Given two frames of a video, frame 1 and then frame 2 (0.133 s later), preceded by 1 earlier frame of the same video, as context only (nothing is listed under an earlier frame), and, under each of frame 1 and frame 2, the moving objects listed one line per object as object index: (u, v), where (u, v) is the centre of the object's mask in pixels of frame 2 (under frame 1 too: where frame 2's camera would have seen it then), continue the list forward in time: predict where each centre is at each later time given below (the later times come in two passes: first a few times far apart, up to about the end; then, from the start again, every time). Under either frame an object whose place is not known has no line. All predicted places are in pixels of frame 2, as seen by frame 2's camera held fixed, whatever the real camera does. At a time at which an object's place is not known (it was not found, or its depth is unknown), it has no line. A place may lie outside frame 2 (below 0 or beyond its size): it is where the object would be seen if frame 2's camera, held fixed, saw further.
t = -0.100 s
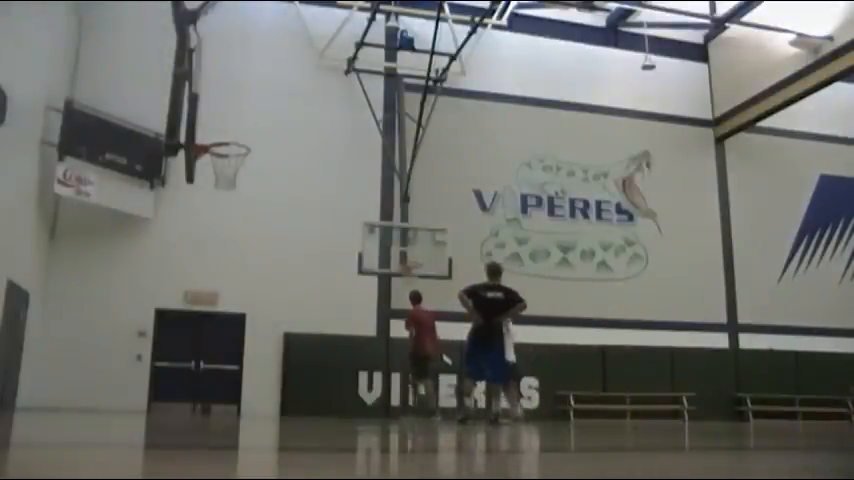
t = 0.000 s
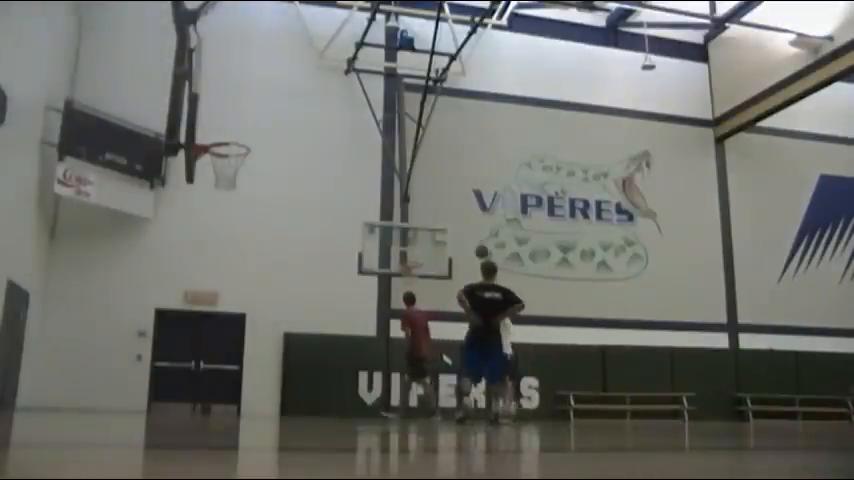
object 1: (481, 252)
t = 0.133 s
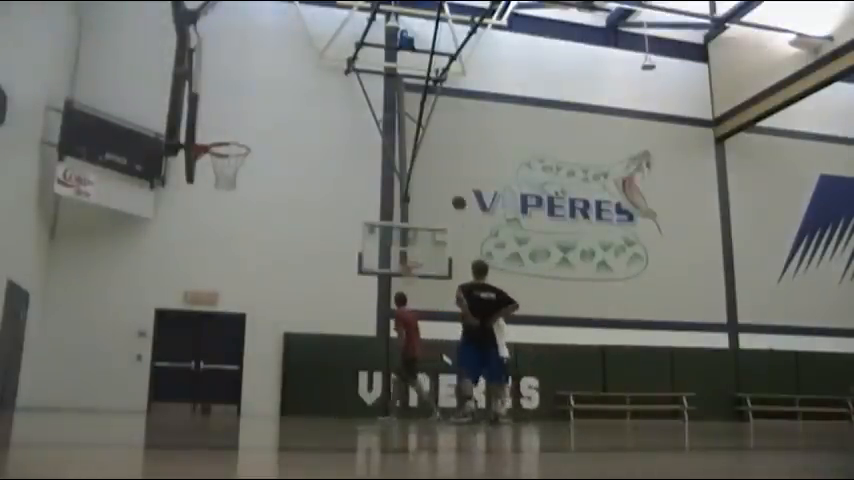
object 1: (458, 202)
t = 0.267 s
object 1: (434, 162)
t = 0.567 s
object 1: (375, 105)
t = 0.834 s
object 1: (312, 96)
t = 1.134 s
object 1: (225, 152)
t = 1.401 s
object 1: (215, 163)
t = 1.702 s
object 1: (221, 221)
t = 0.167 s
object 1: (453, 192)
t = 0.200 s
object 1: (447, 182)
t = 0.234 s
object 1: (441, 172)
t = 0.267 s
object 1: (434, 162)
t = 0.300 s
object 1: (428, 154)
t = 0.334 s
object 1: (422, 146)
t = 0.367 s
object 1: (415, 138)
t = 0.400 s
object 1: (409, 131)
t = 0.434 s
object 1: (402, 125)
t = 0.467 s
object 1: (397, 119)
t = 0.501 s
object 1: (388, 115)
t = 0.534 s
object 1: (380, 108)
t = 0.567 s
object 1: (375, 105)
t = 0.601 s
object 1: (367, 102)
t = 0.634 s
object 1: (360, 98)
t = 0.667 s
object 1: (353, 96)
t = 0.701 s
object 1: (345, 95)
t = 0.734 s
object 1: (337, 94)
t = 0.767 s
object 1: (329, 94)
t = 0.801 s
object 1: (321, 95)
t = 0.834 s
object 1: (312, 96)
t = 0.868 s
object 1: (304, 99)
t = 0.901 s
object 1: (294, 102)
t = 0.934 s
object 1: (285, 106)
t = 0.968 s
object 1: (276, 111)
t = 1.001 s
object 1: (266, 117)
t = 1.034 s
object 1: (257, 124)
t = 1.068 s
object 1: (246, 132)
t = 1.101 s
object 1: (236, 141)
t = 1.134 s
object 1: (225, 152)
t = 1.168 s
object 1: (214, 162)
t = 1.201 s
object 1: (210, 164)
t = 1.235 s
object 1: (209, 162)
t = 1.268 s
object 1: (210, 161)
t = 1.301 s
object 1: (211, 160)
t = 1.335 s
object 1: (213, 160)
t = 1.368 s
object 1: (214, 161)
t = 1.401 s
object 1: (215, 163)
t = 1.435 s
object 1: (216, 165)
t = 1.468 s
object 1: (217, 169)
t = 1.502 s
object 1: (218, 173)
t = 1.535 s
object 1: (218, 179)
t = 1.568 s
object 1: (219, 185)
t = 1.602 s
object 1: (220, 193)
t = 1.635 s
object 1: (220, 201)
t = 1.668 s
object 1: (221, 211)
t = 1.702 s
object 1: (221, 221)
